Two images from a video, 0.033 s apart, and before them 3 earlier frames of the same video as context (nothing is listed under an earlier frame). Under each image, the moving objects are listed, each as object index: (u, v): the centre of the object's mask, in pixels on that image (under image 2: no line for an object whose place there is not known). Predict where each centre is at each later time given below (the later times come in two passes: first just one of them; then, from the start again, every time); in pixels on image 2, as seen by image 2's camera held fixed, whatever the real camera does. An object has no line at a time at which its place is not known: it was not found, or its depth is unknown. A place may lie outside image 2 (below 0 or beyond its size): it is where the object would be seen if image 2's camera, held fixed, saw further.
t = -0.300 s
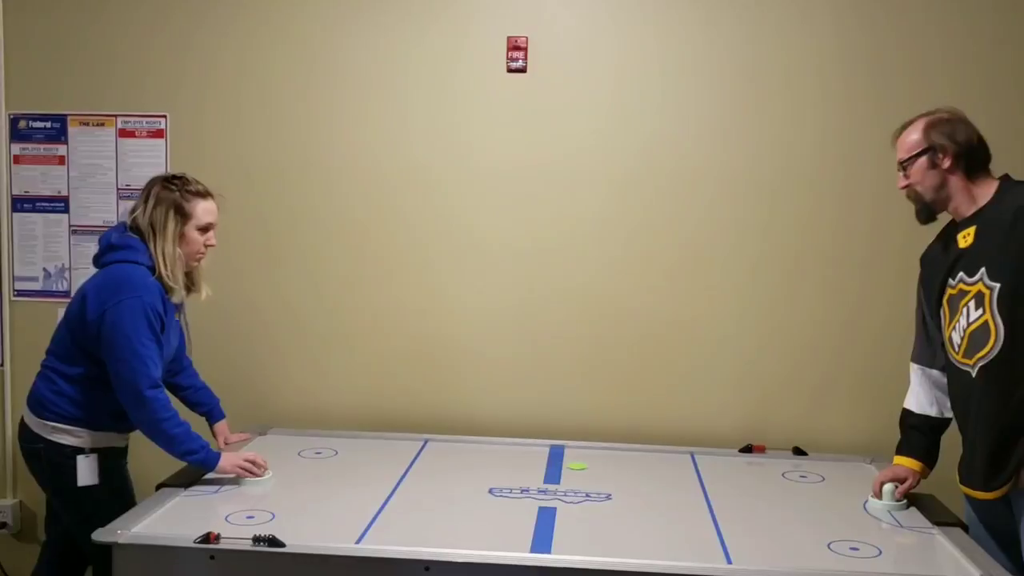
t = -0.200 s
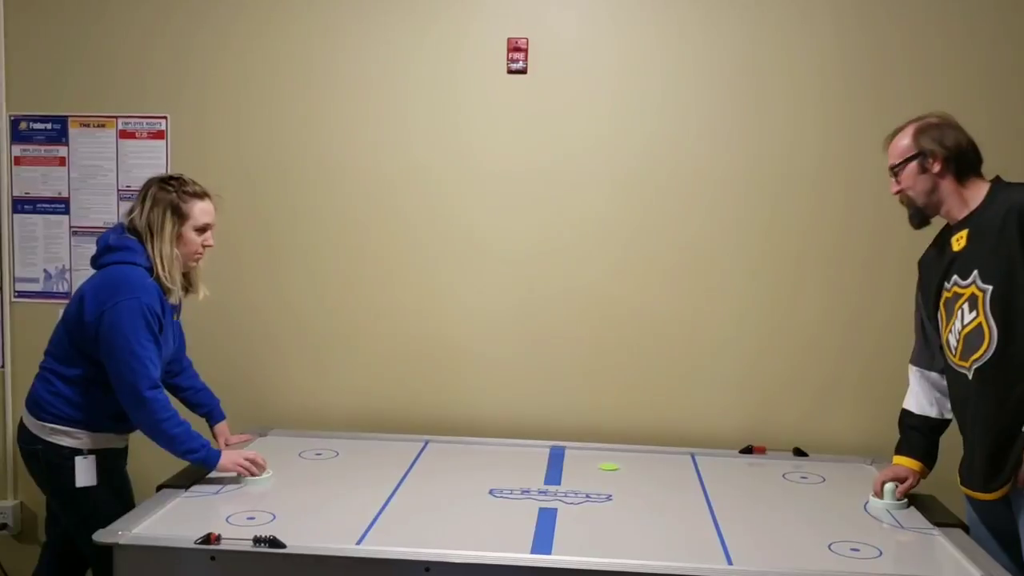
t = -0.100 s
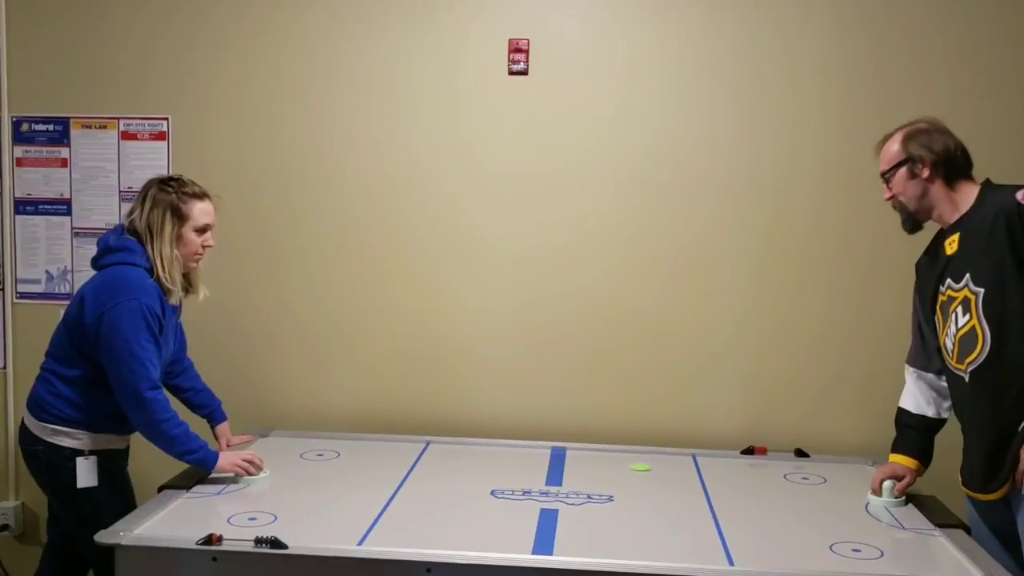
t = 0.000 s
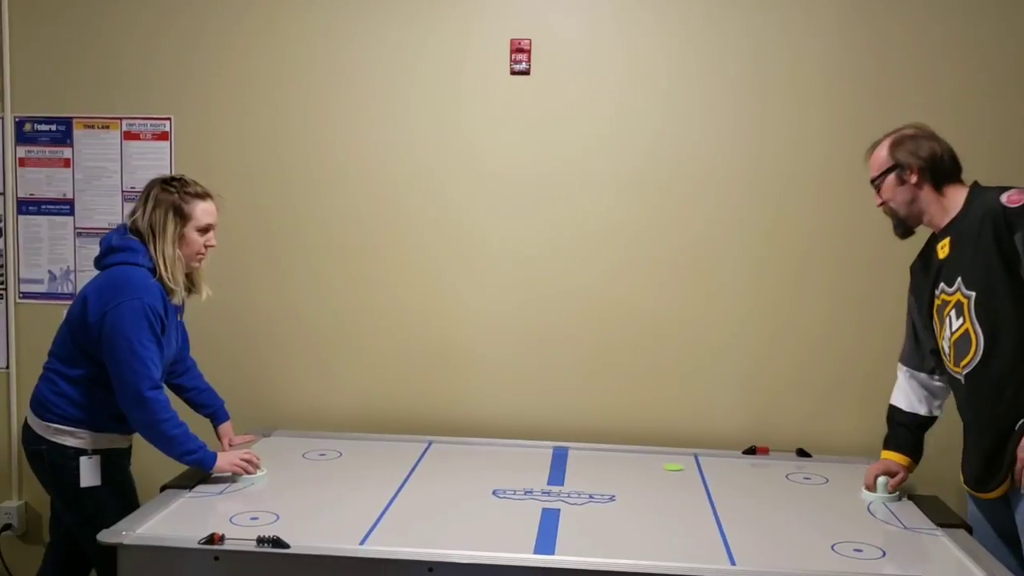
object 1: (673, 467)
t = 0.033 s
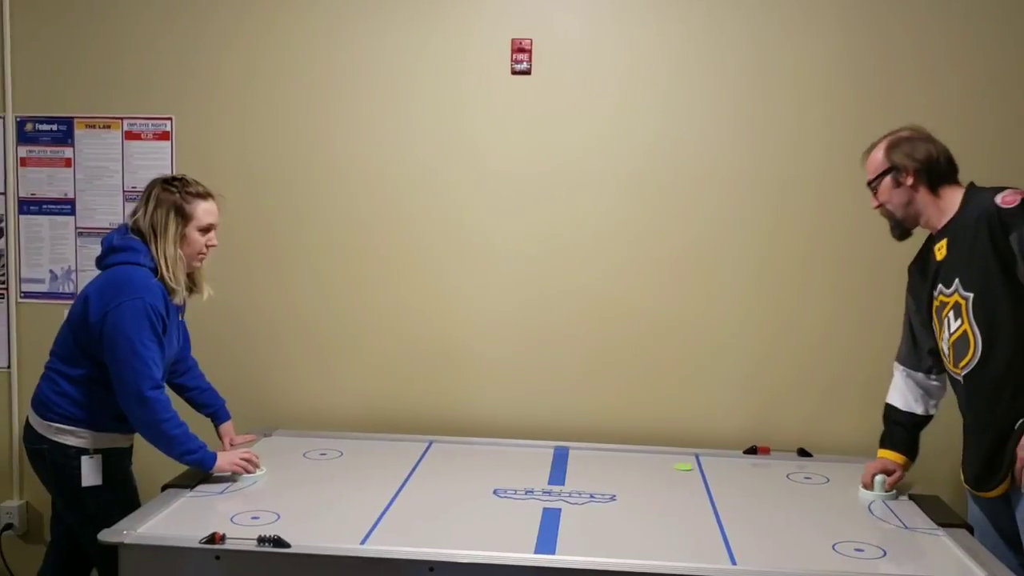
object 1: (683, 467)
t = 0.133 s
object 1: (714, 467)
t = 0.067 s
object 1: (694, 467)
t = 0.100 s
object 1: (705, 467)
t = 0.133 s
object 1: (714, 467)
